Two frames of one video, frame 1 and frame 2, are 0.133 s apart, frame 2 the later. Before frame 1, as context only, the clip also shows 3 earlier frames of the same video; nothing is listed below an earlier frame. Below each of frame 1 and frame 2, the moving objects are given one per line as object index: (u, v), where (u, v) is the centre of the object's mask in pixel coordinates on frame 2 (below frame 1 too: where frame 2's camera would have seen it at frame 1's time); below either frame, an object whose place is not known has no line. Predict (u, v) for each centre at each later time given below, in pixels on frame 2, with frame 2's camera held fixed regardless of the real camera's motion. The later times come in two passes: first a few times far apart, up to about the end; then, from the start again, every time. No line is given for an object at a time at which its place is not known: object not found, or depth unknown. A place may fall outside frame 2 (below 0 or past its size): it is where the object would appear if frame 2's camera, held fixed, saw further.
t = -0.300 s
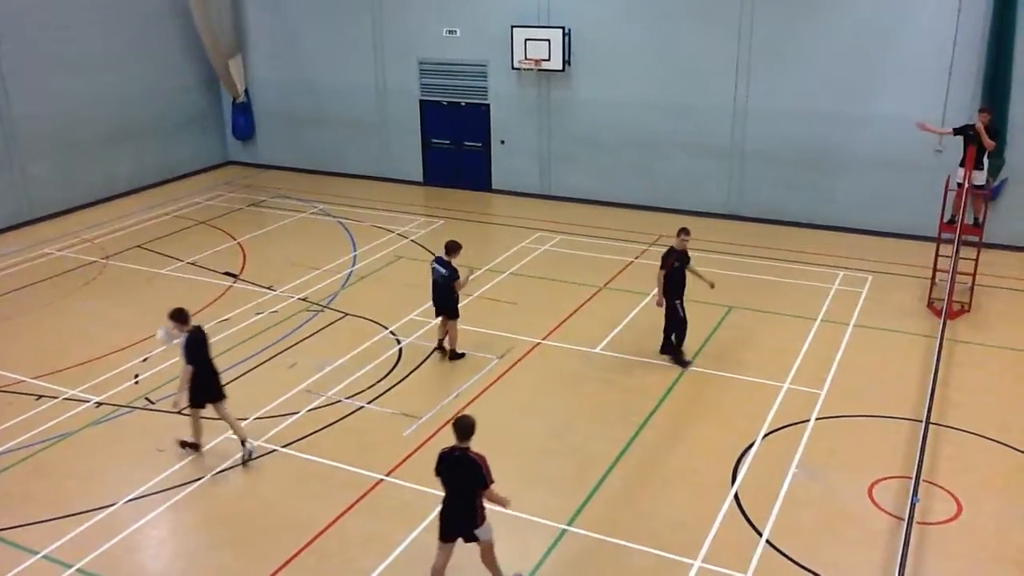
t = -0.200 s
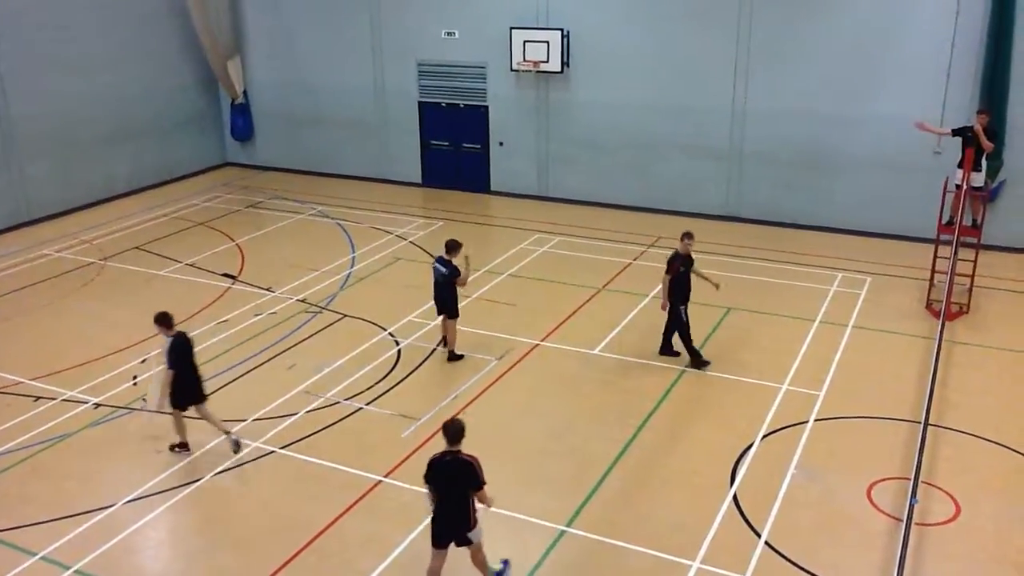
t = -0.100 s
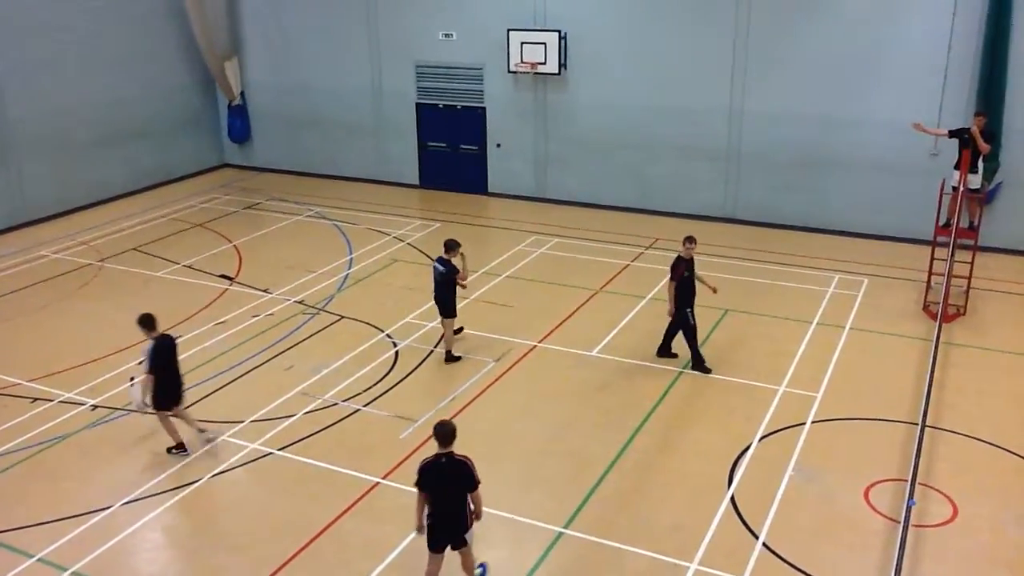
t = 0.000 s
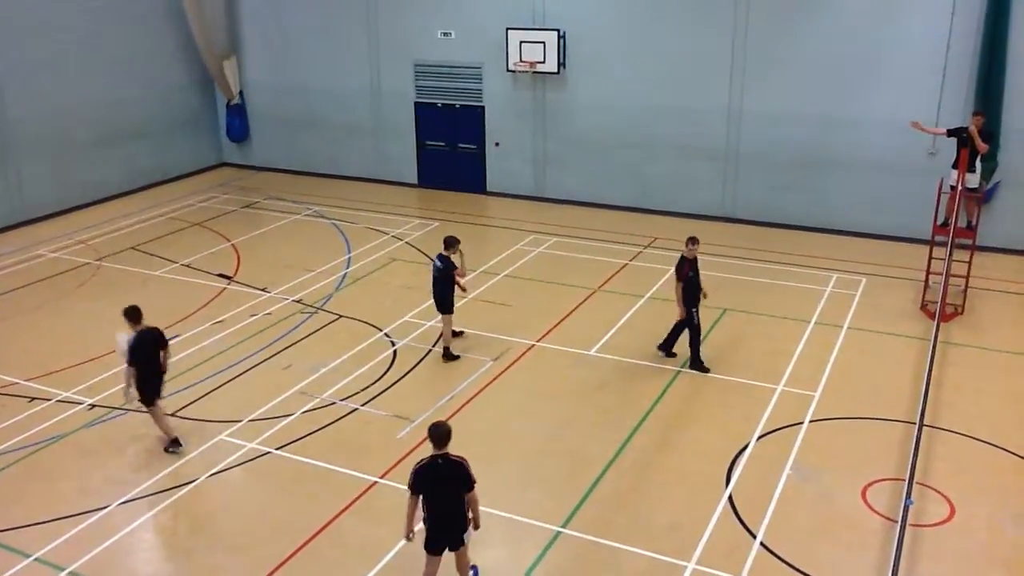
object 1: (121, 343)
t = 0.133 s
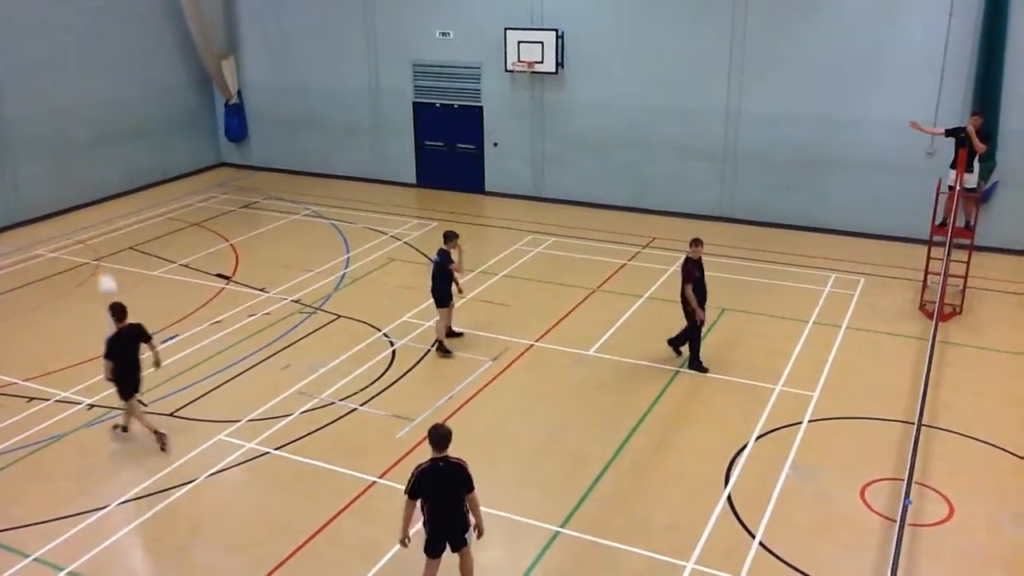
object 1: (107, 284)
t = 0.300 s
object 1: (91, 233)
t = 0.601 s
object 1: (74, 203)
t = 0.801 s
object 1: (71, 221)
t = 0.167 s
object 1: (102, 273)
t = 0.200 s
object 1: (99, 261)
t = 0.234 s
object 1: (96, 252)
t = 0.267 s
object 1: (94, 243)
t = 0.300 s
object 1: (91, 233)
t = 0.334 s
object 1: (88, 225)
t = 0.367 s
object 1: (86, 219)
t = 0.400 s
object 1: (83, 213)
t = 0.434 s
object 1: (81, 209)
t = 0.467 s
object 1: (80, 206)
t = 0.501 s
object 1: (78, 204)
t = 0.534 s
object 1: (77, 203)
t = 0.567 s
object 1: (75, 203)
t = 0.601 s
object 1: (74, 203)
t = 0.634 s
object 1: (73, 204)
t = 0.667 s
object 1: (72, 205)
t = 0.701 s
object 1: (71, 207)
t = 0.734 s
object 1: (71, 211)
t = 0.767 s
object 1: (71, 216)
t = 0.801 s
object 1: (71, 221)
